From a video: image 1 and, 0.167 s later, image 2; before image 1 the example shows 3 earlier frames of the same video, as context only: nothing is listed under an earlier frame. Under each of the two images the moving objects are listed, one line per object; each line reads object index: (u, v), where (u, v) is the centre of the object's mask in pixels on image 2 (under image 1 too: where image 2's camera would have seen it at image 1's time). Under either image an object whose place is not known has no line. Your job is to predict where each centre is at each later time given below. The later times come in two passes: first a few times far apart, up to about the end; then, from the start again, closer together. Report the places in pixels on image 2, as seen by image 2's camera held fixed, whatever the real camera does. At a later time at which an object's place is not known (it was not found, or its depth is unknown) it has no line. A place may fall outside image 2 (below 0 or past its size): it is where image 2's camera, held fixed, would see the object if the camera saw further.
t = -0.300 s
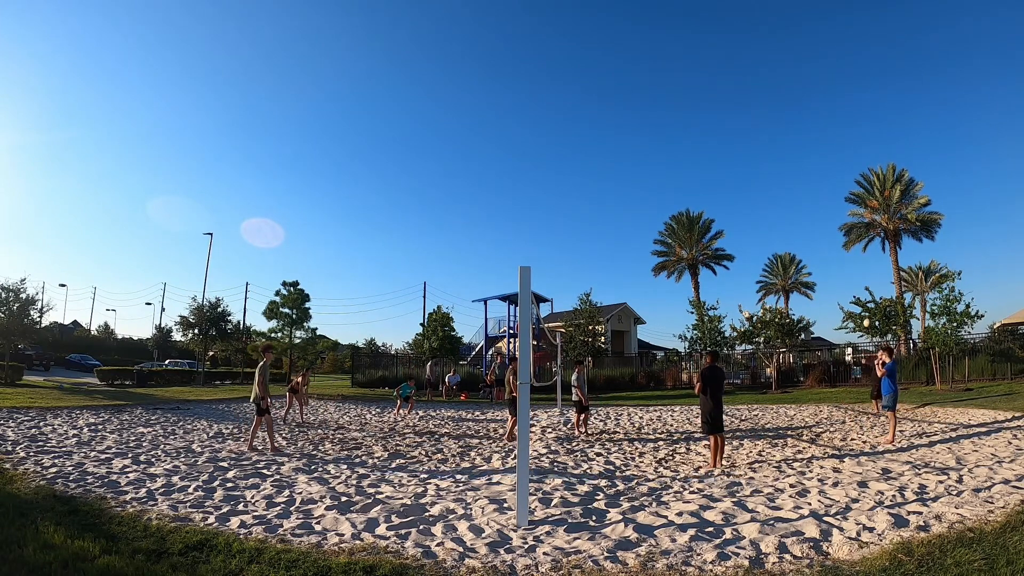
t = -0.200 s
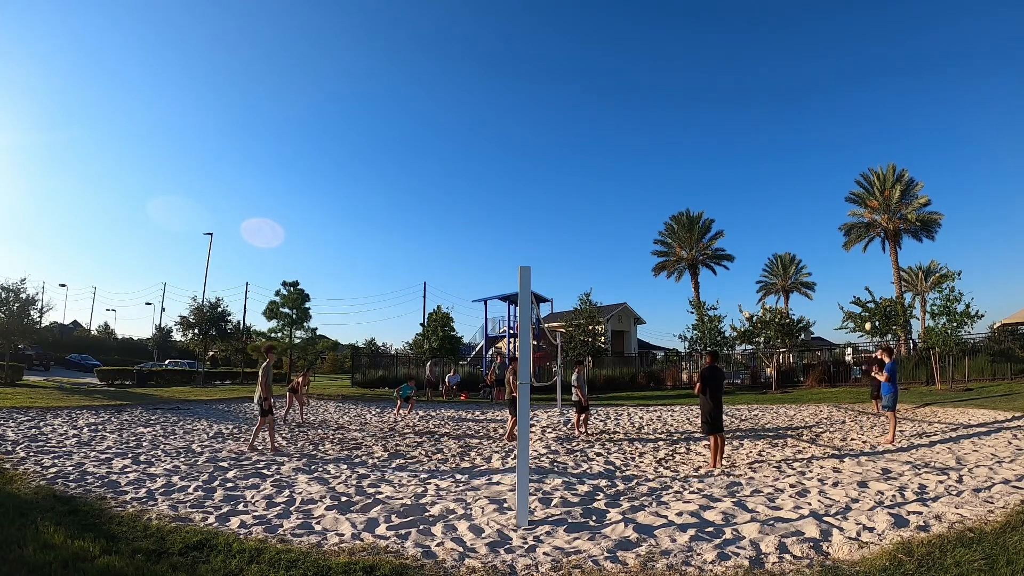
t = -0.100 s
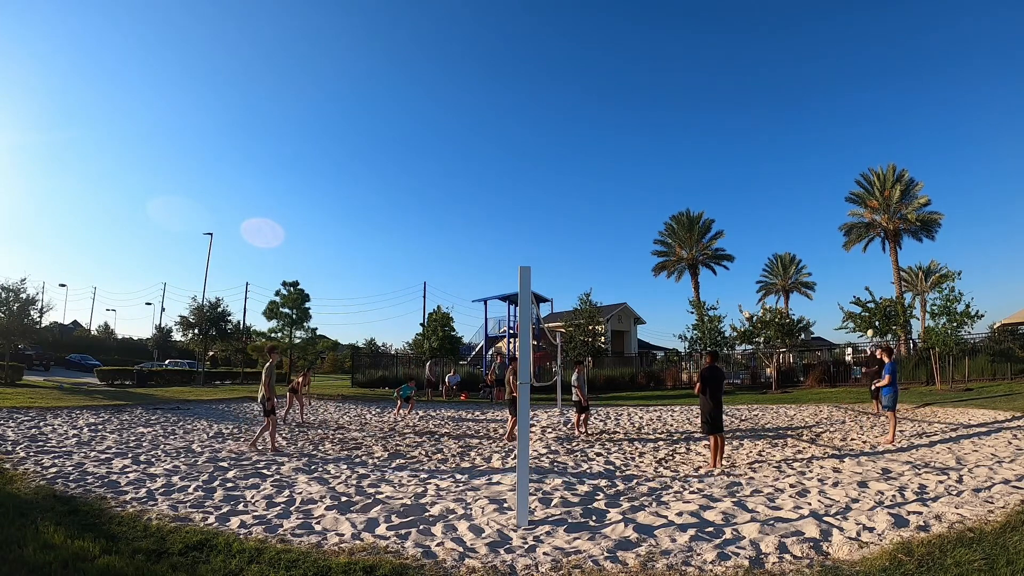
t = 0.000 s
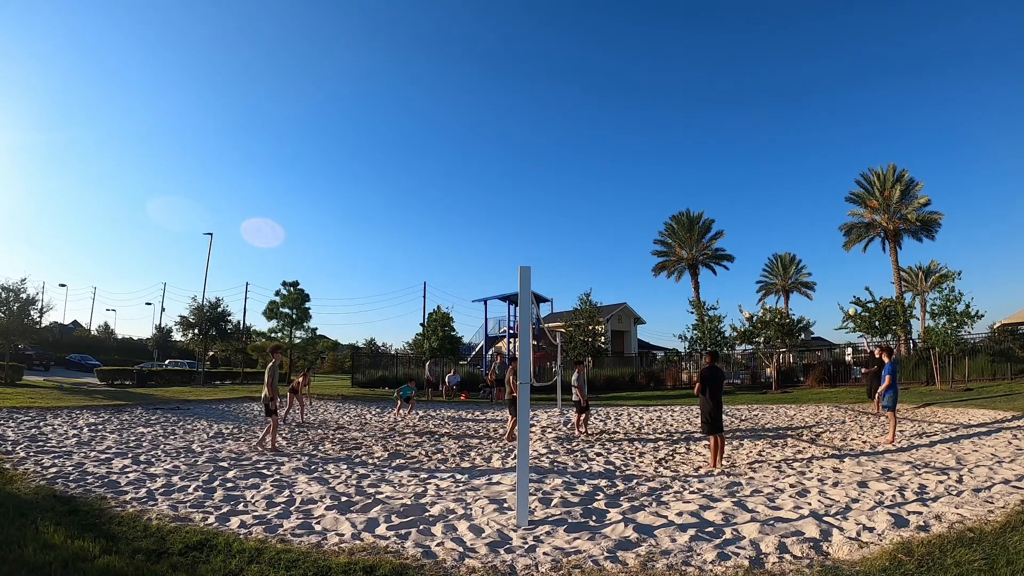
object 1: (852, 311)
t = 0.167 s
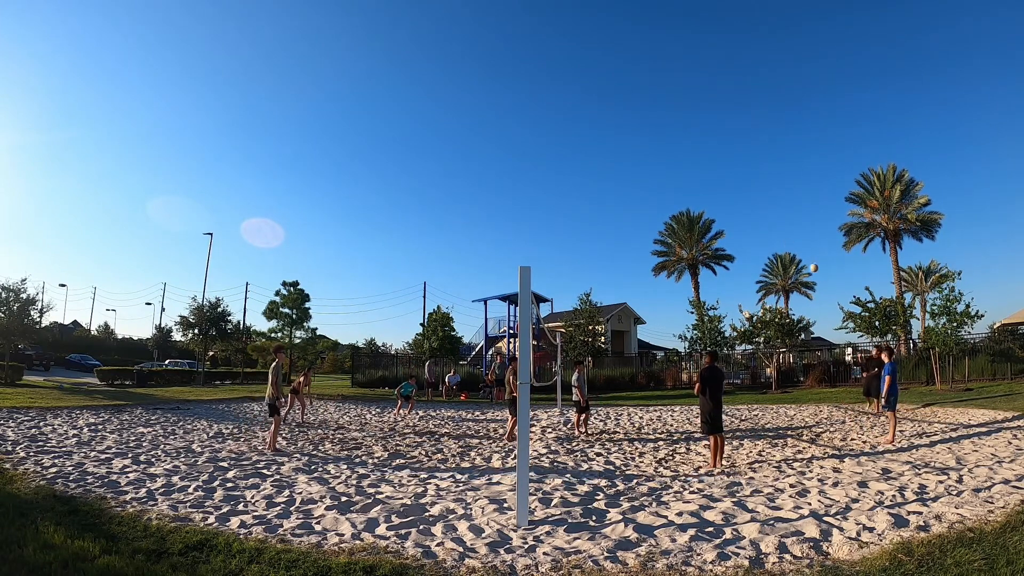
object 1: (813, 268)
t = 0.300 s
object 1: (780, 240)
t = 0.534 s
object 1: (720, 207)
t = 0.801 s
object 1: (648, 197)
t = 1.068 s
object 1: (573, 217)
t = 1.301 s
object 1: (505, 262)
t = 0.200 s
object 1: (805, 260)
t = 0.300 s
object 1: (780, 240)
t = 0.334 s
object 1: (772, 233)
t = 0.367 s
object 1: (763, 228)
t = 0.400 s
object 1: (755, 223)
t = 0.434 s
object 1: (746, 218)
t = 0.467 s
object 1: (737, 214)
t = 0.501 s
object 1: (728, 210)
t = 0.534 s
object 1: (720, 207)
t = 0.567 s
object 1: (711, 204)
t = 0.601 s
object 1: (702, 202)
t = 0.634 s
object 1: (693, 200)
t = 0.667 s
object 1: (684, 198)
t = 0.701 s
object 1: (675, 197)
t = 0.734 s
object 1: (666, 197)
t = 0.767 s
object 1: (657, 197)
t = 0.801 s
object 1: (648, 197)
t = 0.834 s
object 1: (639, 198)
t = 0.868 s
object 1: (629, 199)
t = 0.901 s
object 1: (620, 201)
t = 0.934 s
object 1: (611, 202)
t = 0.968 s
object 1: (602, 206)
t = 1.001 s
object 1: (592, 209)
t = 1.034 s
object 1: (583, 213)
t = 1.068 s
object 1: (573, 217)
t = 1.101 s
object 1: (563, 222)
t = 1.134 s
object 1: (554, 227)
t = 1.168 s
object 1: (544, 233)
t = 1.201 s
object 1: (534, 240)
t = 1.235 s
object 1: (525, 247)
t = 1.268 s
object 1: (515, 254)
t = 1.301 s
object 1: (505, 262)
